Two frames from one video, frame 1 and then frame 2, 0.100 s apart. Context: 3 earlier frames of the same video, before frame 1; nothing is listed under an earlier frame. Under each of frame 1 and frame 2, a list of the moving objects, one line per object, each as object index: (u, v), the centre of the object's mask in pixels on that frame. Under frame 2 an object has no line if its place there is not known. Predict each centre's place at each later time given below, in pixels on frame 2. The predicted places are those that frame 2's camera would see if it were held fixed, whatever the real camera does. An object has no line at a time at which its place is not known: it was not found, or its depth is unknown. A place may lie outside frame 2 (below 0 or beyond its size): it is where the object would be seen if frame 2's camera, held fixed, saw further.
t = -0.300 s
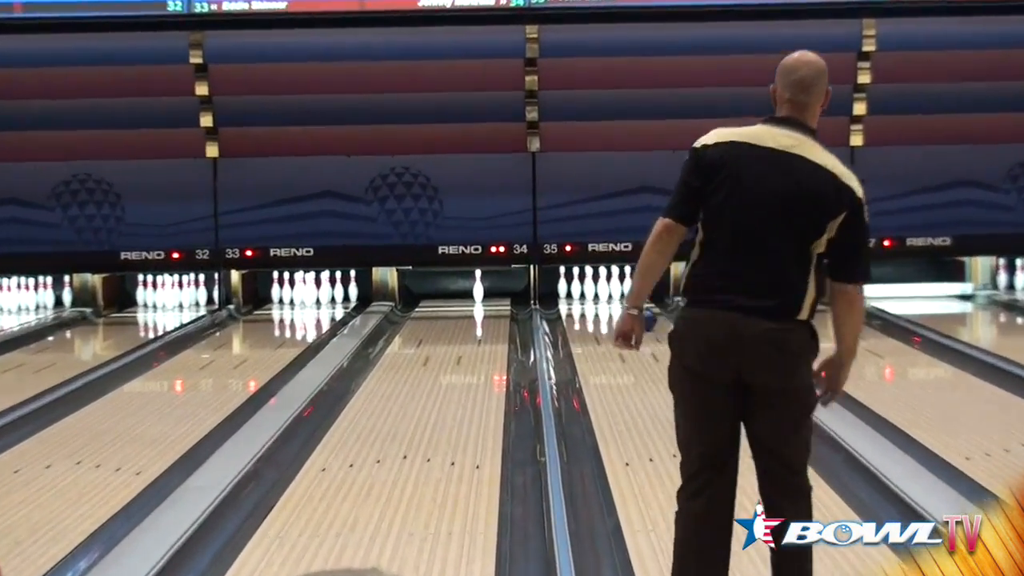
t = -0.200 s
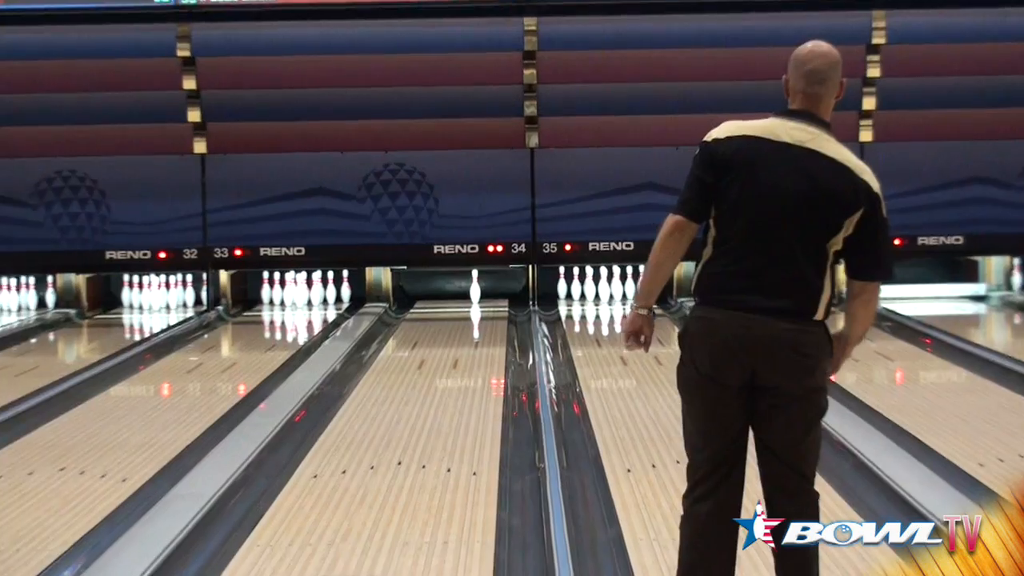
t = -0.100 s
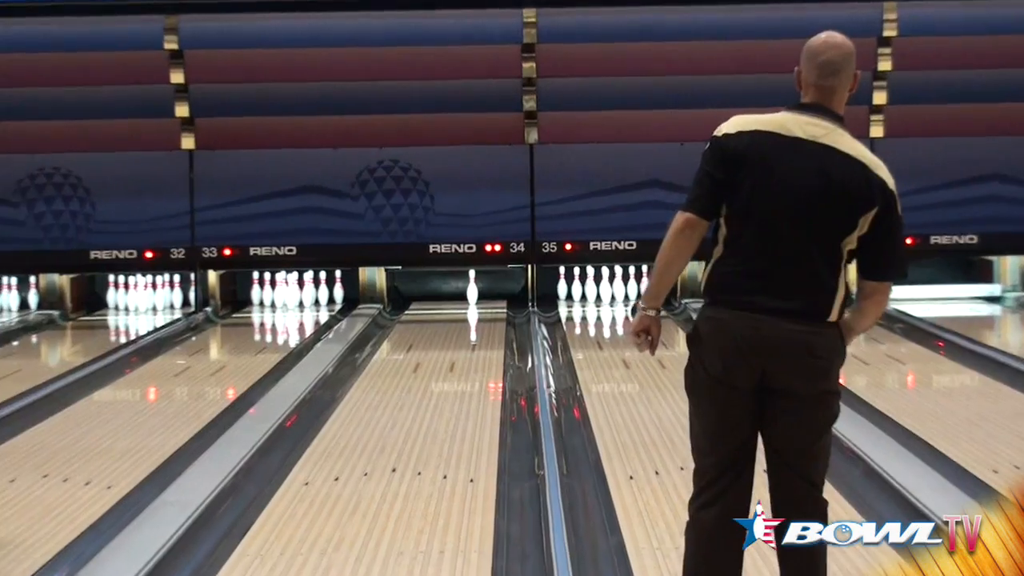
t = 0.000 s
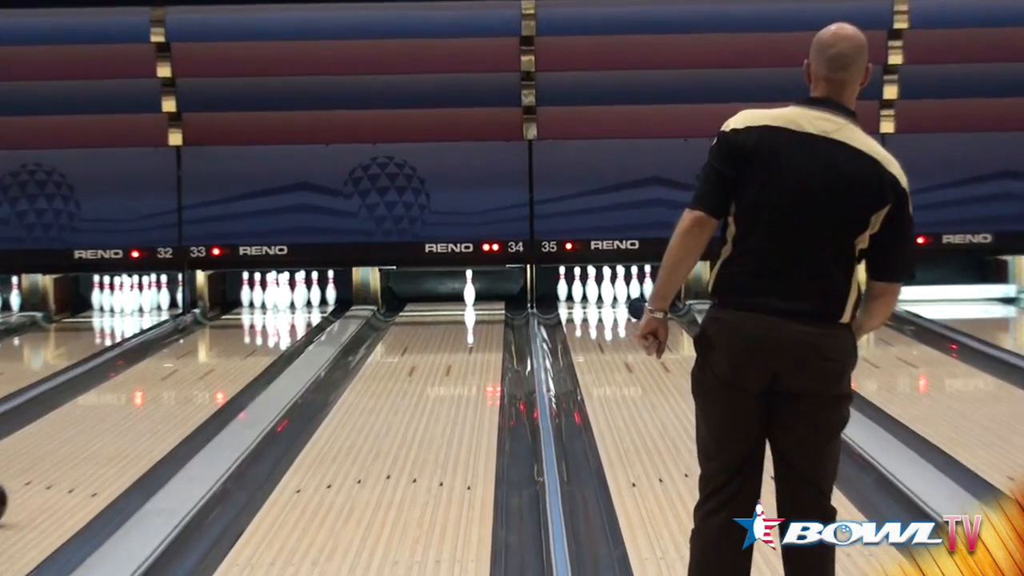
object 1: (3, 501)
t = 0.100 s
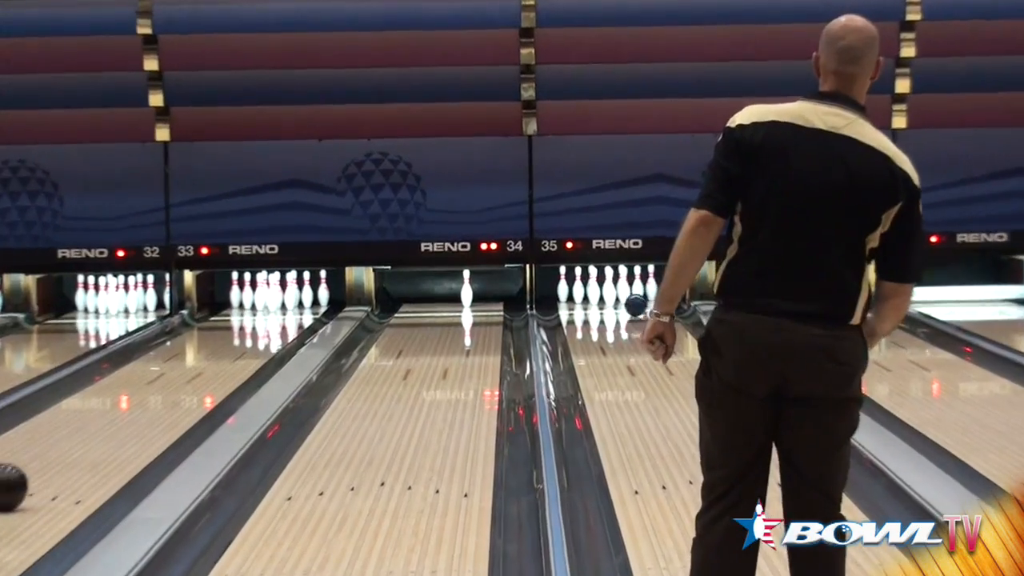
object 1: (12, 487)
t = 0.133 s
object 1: (24, 478)
